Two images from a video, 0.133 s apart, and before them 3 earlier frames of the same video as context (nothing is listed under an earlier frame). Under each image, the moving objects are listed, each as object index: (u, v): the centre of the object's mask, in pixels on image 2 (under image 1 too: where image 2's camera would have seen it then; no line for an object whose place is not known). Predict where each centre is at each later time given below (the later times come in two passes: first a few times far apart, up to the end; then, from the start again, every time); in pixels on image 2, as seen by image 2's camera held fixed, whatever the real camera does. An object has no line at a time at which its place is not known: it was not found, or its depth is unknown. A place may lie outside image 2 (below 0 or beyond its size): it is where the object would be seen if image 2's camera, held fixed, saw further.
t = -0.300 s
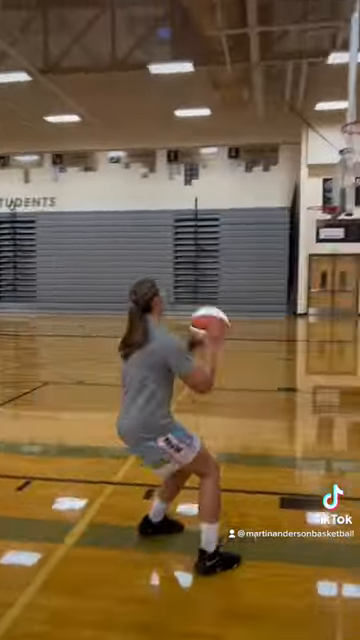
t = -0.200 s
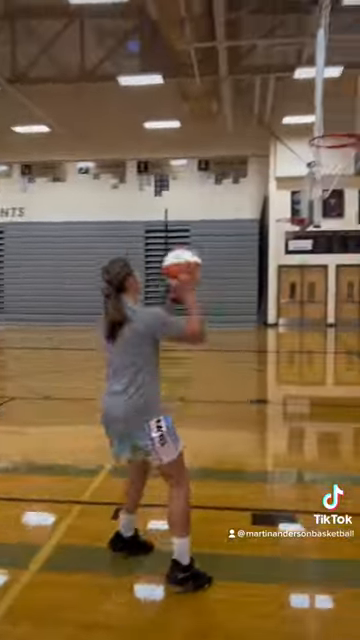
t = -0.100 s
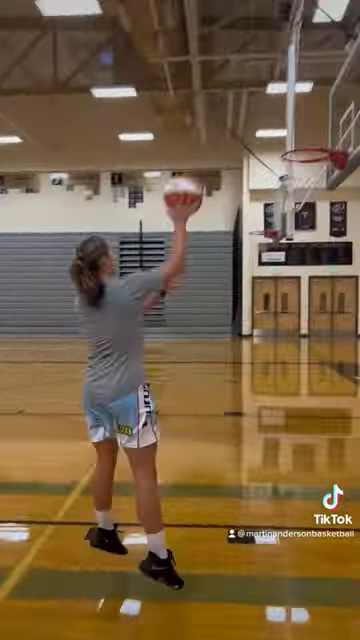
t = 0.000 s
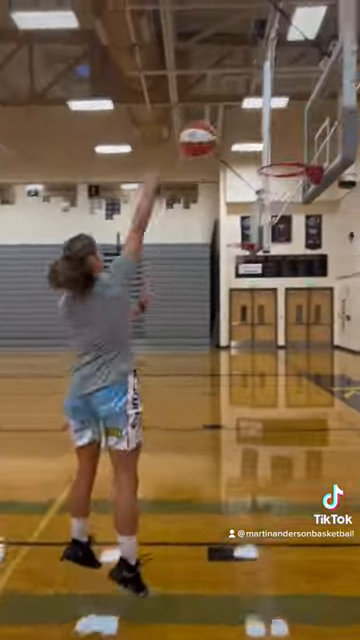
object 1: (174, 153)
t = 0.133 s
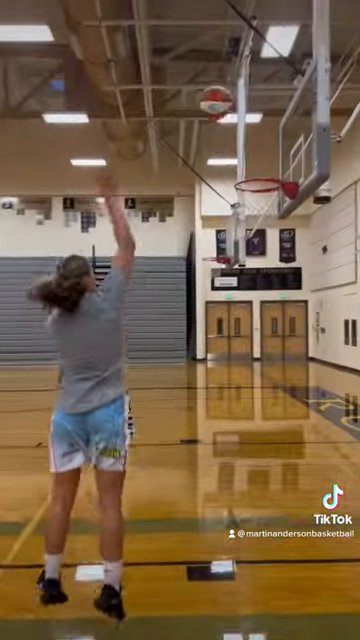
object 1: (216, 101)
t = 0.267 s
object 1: (248, 84)
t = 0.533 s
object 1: (296, 108)
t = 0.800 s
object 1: (250, 173)
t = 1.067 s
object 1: (268, 184)
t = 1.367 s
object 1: (255, 216)
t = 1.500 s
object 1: (252, 238)
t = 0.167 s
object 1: (224, 94)
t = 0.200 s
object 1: (232, 88)
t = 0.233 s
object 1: (240, 85)
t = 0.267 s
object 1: (248, 84)
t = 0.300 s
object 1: (256, 82)
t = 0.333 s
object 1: (262, 82)
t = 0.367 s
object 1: (269, 84)
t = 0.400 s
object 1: (276, 85)
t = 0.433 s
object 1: (282, 91)
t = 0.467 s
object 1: (285, 94)
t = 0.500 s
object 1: (291, 100)
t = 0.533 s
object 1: (296, 108)
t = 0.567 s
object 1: (292, 112)
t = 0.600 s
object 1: (285, 117)
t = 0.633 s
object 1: (279, 125)
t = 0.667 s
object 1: (274, 131)
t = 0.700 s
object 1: (265, 141)
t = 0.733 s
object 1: (258, 148)
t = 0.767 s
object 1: (253, 160)
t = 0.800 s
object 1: (250, 173)
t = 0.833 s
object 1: (248, 176)
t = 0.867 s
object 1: (251, 174)
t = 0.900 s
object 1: (253, 174)
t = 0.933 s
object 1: (257, 174)
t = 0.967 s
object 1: (260, 177)
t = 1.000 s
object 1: (264, 179)
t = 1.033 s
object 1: (267, 183)
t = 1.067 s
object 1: (268, 184)
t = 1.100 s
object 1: (266, 187)
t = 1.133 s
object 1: (266, 189)
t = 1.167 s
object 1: (262, 193)
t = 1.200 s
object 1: (261, 198)
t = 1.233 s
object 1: (260, 204)
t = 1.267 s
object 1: (258, 208)
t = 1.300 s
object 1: (257, 209)
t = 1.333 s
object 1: (256, 212)
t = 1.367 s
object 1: (255, 216)
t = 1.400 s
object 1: (253, 220)
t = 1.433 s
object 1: (253, 225)
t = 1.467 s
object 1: (252, 231)
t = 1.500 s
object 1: (252, 238)
